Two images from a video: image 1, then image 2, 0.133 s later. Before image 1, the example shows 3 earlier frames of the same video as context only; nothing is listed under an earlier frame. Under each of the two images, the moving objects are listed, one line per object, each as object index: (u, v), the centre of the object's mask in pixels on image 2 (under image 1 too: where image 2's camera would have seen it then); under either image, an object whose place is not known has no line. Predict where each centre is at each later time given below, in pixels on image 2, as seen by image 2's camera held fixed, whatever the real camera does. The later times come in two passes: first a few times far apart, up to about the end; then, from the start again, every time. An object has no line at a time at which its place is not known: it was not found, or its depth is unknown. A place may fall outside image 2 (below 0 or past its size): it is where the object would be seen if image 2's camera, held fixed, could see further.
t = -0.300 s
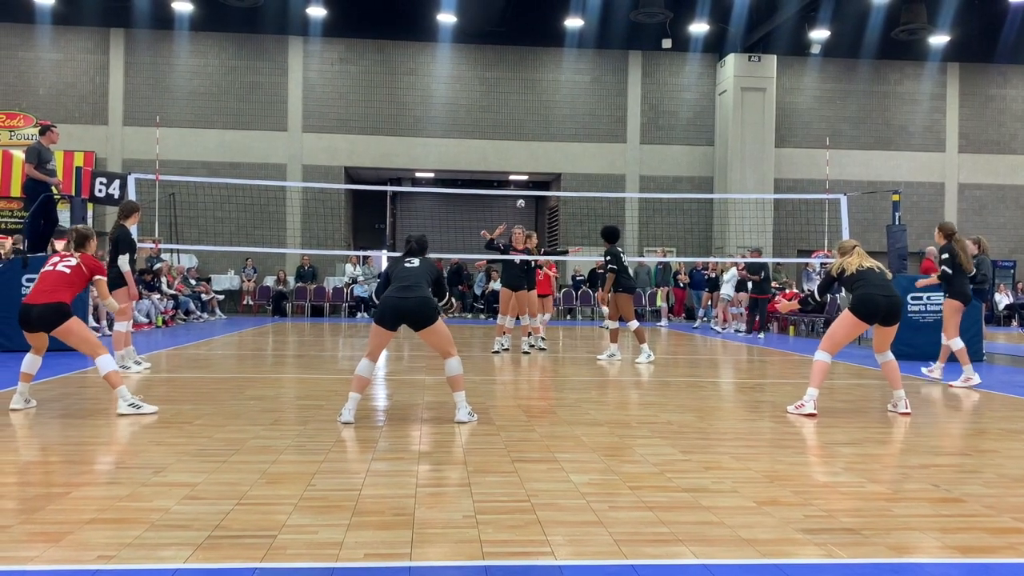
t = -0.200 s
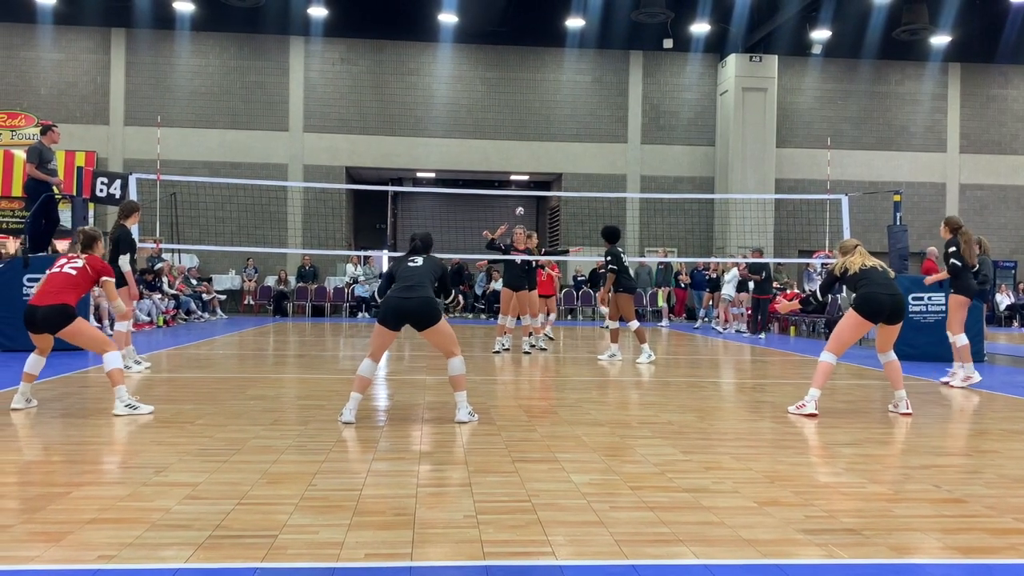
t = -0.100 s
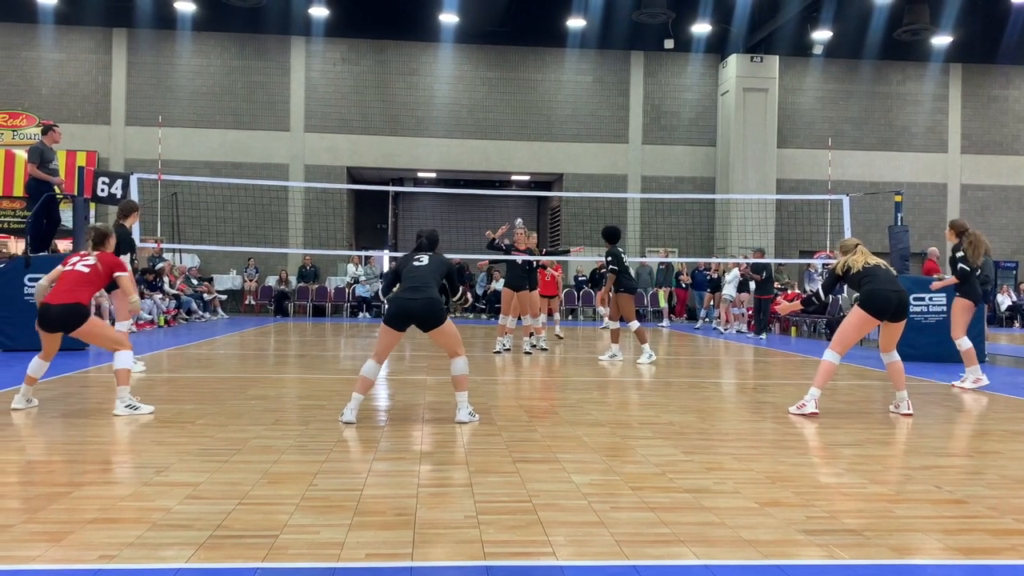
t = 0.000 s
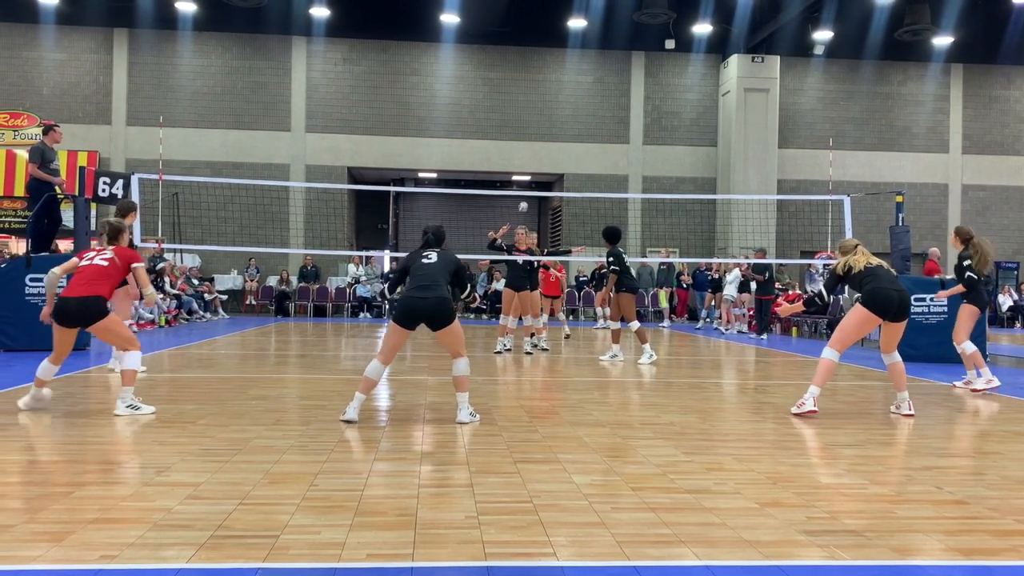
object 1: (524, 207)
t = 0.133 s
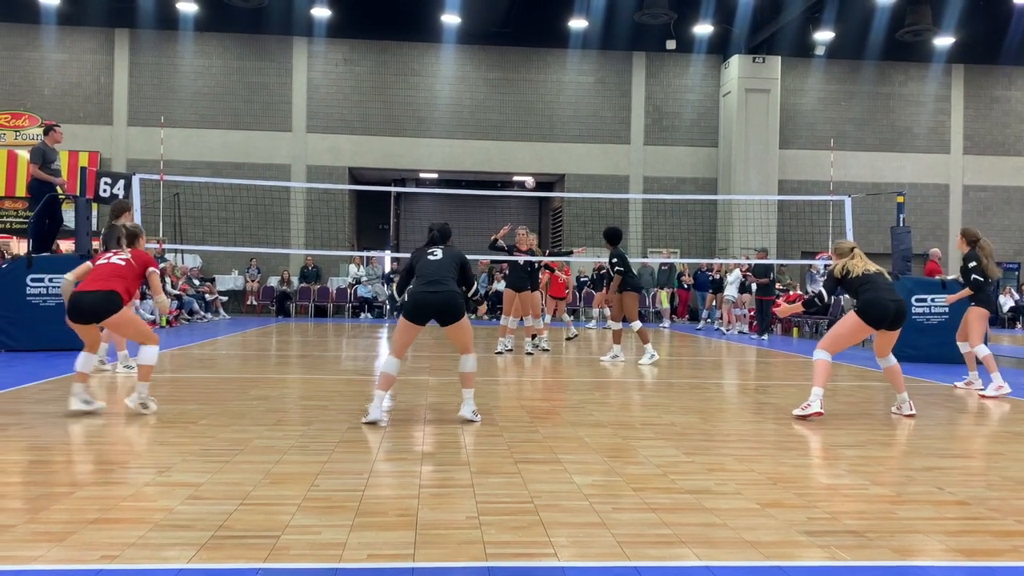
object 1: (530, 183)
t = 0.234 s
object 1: (536, 165)
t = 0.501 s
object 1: (565, 137)
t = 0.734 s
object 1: (601, 140)
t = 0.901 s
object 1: (637, 175)
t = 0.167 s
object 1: (532, 178)
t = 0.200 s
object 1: (534, 171)
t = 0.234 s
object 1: (536, 165)
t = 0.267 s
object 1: (539, 160)
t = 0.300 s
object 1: (542, 156)
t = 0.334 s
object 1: (545, 153)
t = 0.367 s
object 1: (549, 149)
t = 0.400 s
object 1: (553, 145)
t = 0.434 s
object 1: (556, 142)
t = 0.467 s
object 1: (560, 139)
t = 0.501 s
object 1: (565, 137)
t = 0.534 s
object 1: (569, 135)
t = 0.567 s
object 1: (574, 134)
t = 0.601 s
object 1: (579, 134)
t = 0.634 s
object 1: (584, 134)
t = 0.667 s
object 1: (589, 135)
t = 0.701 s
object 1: (594, 137)
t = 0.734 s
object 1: (601, 140)
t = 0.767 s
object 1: (606, 144)
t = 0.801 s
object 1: (613, 149)
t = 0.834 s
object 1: (620, 156)
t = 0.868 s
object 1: (629, 164)
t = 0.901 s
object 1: (637, 175)
